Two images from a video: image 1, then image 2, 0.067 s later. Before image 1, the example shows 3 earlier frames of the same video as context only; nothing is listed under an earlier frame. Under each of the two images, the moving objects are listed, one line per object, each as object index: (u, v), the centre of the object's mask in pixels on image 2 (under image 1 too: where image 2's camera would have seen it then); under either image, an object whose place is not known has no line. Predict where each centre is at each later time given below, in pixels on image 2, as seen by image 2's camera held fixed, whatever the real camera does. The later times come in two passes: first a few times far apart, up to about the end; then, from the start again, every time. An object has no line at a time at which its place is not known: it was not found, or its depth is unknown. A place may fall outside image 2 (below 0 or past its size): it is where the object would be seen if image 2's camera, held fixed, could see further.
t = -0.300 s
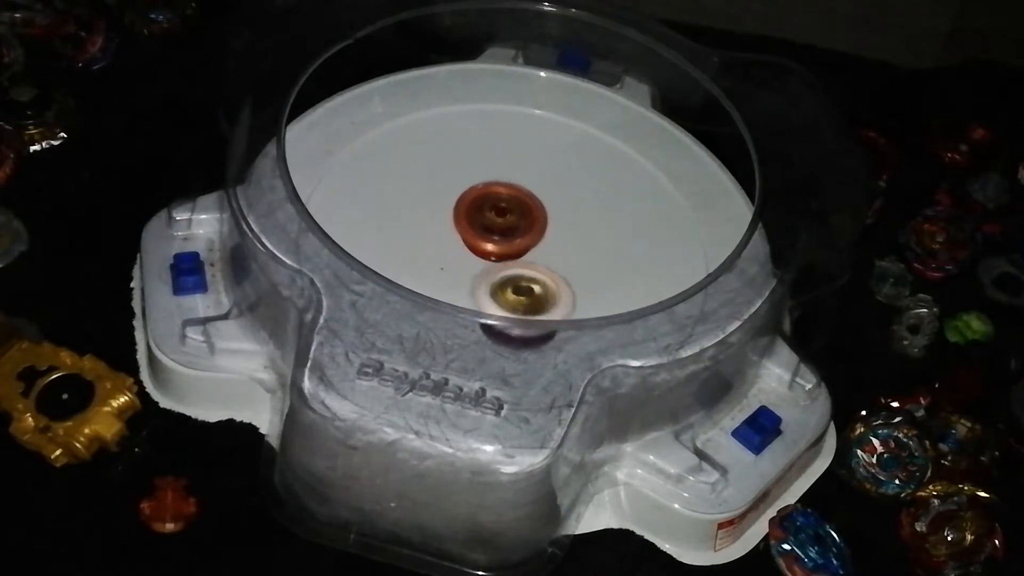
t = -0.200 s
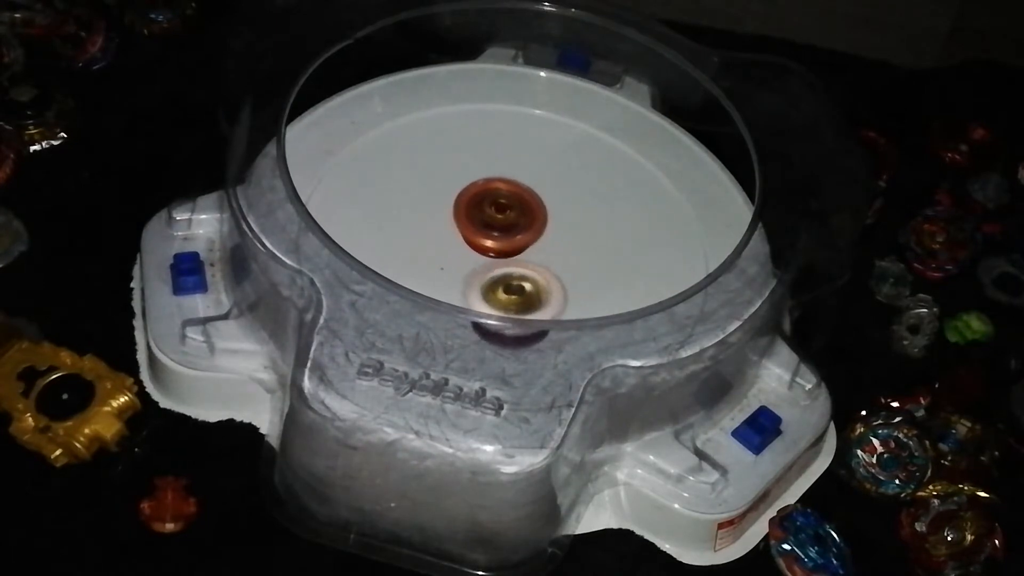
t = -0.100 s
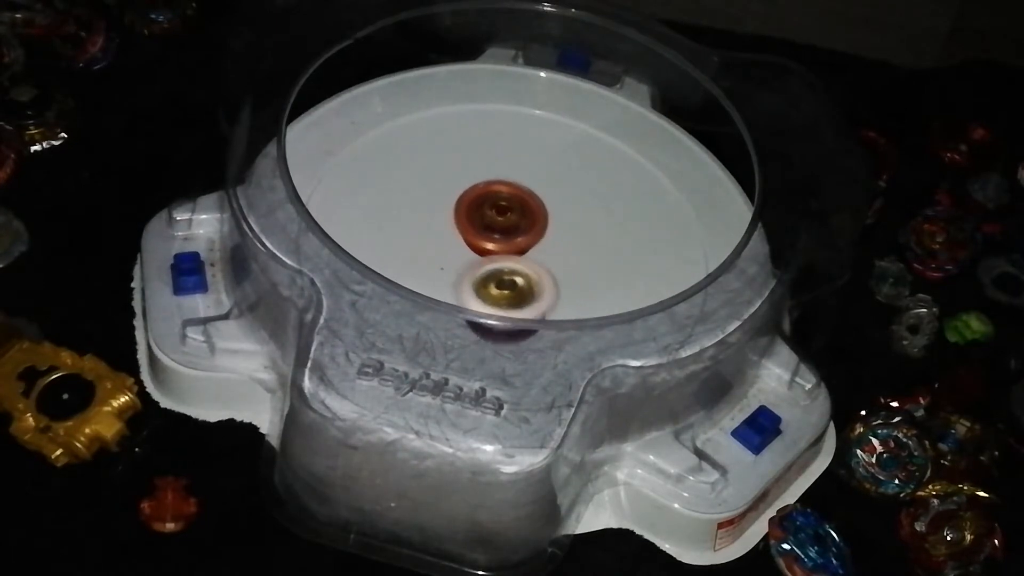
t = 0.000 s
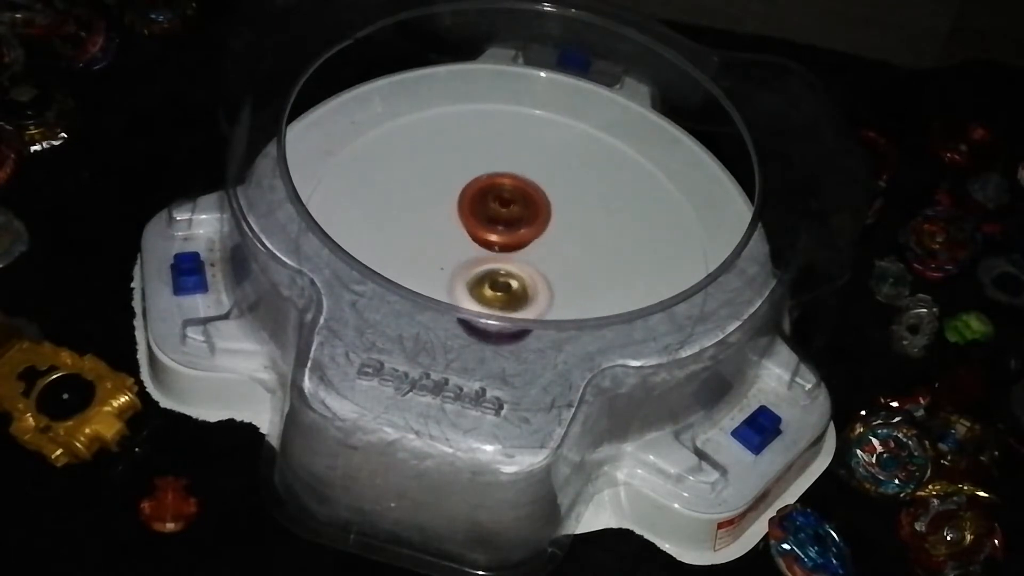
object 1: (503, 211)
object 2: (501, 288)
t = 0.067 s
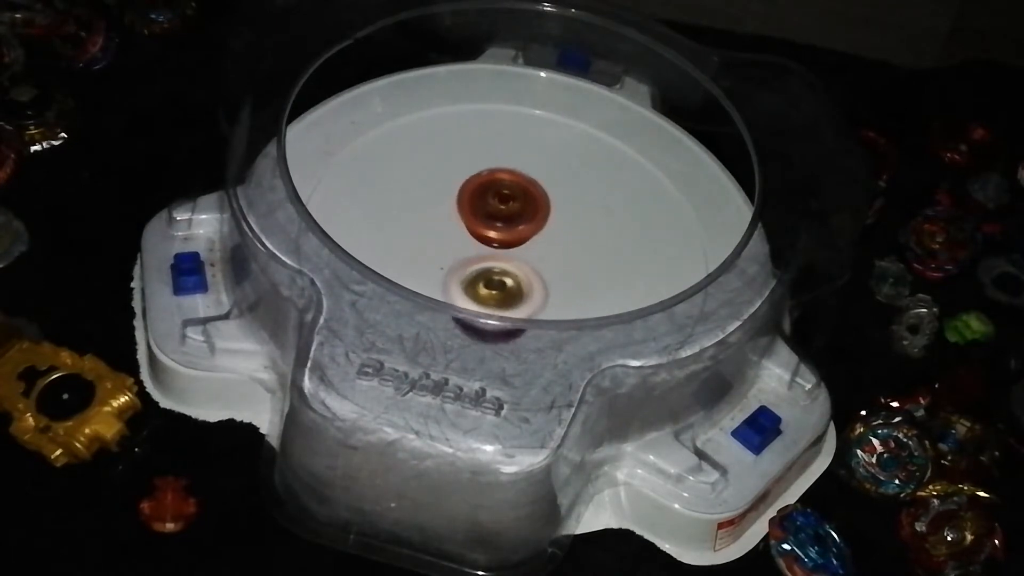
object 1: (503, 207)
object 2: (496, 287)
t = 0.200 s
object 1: (502, 211)
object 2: (488, 282)
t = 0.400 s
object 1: (512, 205)
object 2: (478, 278)
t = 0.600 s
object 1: (524, 211)
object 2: (463, 274)
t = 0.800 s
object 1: (534, 214)
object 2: (451, 271)
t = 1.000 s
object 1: (534, 234)
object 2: (449, 268)
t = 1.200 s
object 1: (537, 246)
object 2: (444, 264)
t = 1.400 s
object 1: (534, 248)
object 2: (436, 257)
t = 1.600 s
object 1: (534, 254)
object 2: (426, 246)
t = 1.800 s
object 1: (539, 258)
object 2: (416, 230)
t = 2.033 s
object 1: (539, 251)
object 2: (414, 221)
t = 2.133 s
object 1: (531, 251)
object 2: (418, 218)
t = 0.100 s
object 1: (502, 207)
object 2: (494, 286)
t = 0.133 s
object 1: (501, 208)
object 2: (492, 285)
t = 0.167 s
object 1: (502, 209)
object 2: (490, 284)
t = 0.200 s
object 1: (502, 211)
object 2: (488, 282)
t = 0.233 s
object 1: (503, 212)
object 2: (486, 281)
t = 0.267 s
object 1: (506, 211)
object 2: (485, 280)
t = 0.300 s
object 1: (509, 209)
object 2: (483, 281)
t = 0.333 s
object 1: (511, 206)
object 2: (481, 280)
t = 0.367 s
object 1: (512, 205)
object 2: (479, 279)
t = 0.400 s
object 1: (512, 205)
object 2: (478, 278)
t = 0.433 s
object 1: (512, 206)
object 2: (476, 278)
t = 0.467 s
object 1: (513, 208)
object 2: (474, 276)
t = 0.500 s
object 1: (514, 210)
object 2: (472, 275)
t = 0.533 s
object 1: (516, 212)
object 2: (471, 274)
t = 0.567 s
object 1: (518, 214)
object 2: (469, 273)
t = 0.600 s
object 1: (524, 211)
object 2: (463, 274)
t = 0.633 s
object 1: (529, 209)
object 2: (458, 273)
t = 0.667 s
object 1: (532, 207)
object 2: (455, 272)
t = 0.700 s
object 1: (533, 207)
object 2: (453, 272)
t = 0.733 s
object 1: (533, 208)
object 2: (451, 272)
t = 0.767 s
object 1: (533, 211)
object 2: (451, 271)
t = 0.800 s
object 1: (534, 214)
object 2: (451, 271)
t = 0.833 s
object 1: (534, 217)
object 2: (450, 271)
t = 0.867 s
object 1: (535, 220)
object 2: (450, 270)
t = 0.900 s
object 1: (536, 223)
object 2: (449, 269)
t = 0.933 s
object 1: (536, 227)
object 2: (448, 269)
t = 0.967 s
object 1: (535, 230)
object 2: (448, 269)
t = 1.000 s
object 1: (534, 234)
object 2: (449, 268)
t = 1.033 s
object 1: (533, 237)
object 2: (447, 266)
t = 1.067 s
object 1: (533, 240)
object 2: (447, 266)
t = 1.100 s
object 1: (536, 242)
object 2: (447, 266)
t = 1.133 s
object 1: (536, 243)
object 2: (446, 264)
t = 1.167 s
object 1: (536, 245)
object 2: (444, 263)
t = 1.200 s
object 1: (537, 246)
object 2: (444, 264)
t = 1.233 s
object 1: (541, 246)
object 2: (442, 262)
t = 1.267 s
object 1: (542, 246)
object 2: (441, 261)
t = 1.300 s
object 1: (542, 245)
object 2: (439, 260)
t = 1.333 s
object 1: (540, 245)
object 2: (438, 259)
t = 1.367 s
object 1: (537, 246)
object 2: (437, 258)
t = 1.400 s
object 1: (534, 248)
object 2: (436, 257)
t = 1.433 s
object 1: (532, 249)
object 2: (435, 256)
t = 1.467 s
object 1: (532, 250)
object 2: (434, 255)
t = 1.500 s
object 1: (532, 252)
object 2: (431, 253)
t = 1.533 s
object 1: (534, 253)
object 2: (428, 250)
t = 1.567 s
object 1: (534, 254)
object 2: (426, 248)
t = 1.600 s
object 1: (534, 254)
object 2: (426, 246)
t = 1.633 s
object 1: (533, 255)
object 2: (425, 244)
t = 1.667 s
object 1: (530, 255)
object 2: (426, 242)
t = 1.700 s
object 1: (528, 256)
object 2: (426, 240)
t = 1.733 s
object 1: (526, 257)
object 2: (426, 237)
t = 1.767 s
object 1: (533, 258)
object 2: (419, 234)
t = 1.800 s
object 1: (539, 258)
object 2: (416, 230)
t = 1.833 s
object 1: (543, 257)
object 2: (415, 228)
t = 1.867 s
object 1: (545, 255)
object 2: (414, 226)
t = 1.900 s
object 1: (546, 254)
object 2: (414, 225)
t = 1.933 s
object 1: (545, 252)
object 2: (414, 224)
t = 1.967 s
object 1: (544, 251)
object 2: (414, 223)
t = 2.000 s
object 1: (541, 251)
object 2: (414, 221)
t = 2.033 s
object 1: (539, 251)
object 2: (414, 221)
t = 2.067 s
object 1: (537, 251)
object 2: (416, 221)
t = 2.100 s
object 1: (534, 251)
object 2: (418, 219)
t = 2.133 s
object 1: (531, 251)
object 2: (418, 218)
